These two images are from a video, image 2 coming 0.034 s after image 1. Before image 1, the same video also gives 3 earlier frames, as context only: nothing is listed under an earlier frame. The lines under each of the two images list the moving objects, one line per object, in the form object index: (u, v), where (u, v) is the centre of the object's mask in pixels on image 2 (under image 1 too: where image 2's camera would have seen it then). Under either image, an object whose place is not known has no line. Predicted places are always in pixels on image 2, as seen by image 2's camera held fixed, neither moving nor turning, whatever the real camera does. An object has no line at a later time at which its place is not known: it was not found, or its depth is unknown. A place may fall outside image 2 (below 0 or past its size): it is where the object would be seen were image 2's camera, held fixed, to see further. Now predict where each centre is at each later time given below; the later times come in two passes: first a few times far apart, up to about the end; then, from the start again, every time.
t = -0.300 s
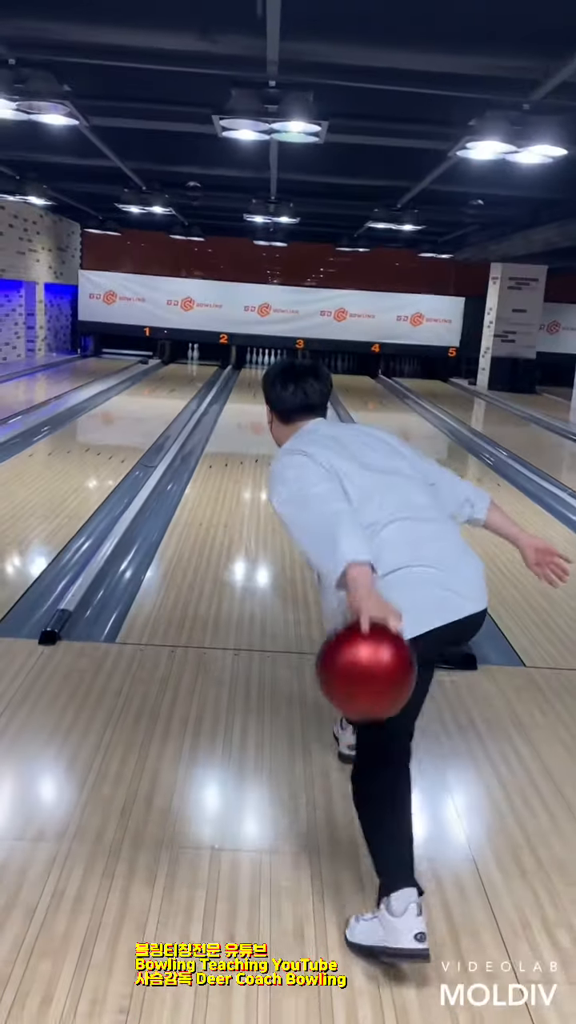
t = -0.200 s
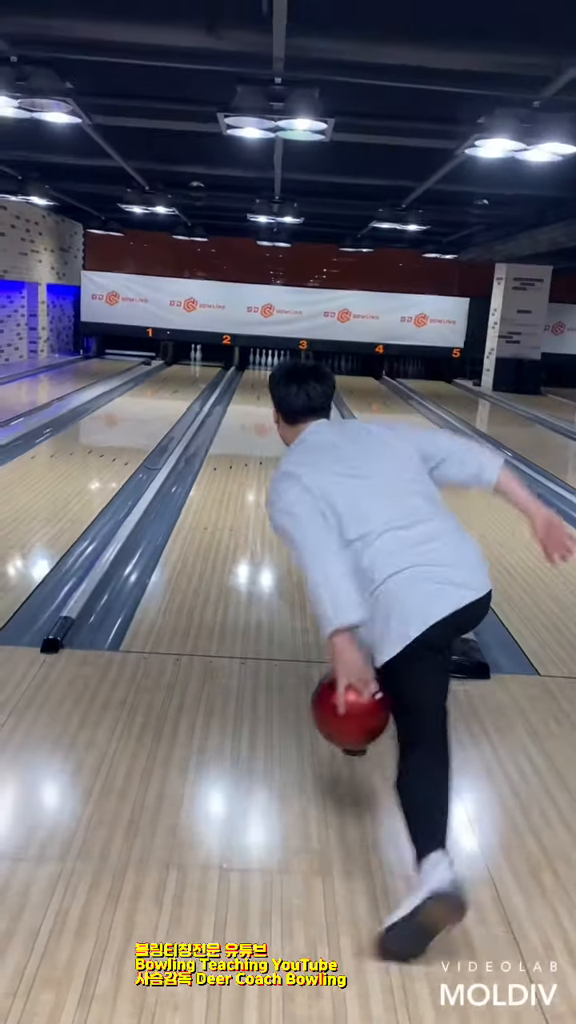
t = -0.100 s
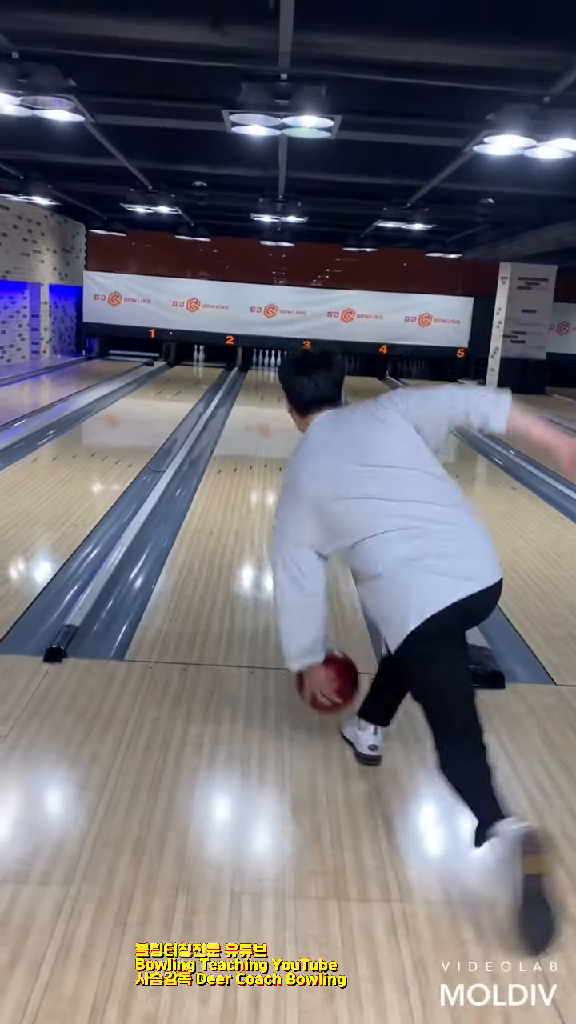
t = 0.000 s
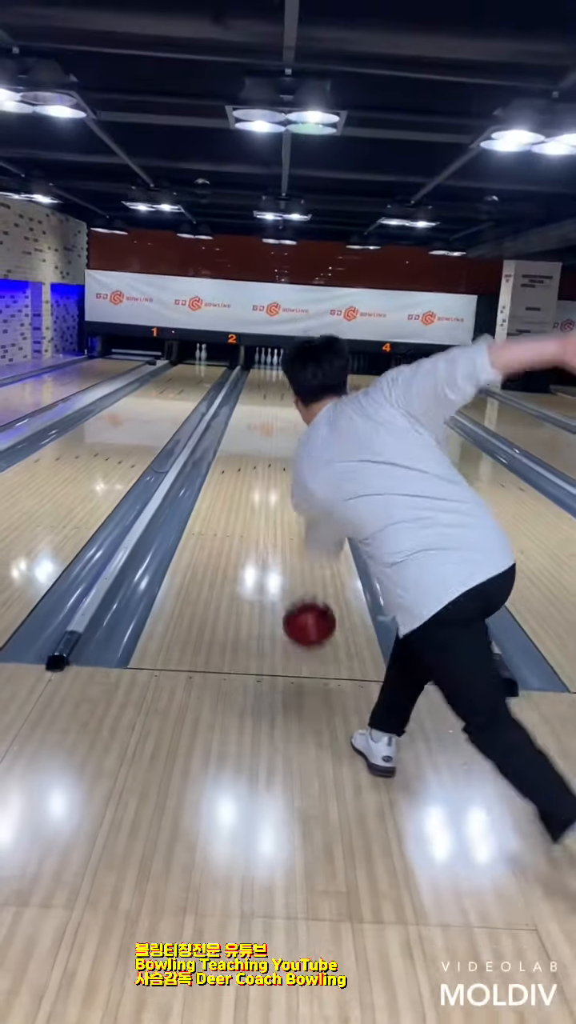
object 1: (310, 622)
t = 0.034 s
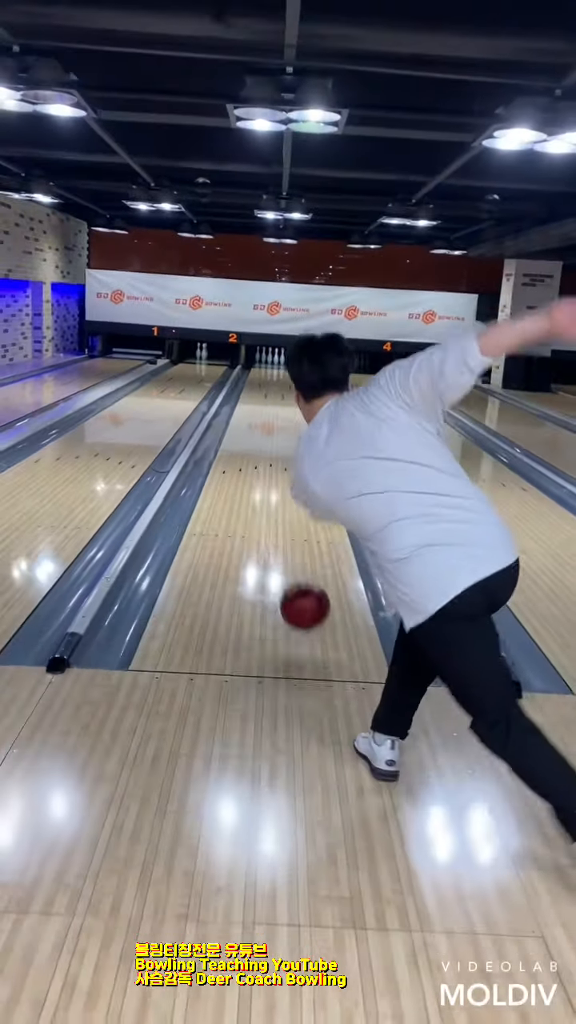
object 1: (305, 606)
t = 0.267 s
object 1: (277, 537)
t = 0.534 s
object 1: (260, 479)
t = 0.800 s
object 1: (252, 443)
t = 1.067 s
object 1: (247, 417)
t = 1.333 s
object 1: (245, 399)
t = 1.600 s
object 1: (245, 387)
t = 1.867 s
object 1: (249, 377)
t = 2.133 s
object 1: (254, 370)
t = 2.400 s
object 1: (261, 364)
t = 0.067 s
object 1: (300, 594)
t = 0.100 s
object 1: (295, 585)
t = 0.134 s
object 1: (290, 580)
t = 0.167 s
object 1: (286, 568)
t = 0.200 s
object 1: (283, 557)
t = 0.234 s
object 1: (280, 547)
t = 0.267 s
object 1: (277, 537)
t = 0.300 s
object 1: (274, 528)
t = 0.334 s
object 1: (272, 519)
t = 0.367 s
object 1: (270, 511)
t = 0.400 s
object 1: (267, 504)
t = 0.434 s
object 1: (266, 497)
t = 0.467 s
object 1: (264, 490)
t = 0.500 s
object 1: (262, 485)
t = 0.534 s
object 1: (260, 479)
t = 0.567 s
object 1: (259, 474)
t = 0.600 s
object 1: (258, 469)
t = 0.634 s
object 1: (256, 464)
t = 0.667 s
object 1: (256, 459)
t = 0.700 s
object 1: (254, 455)
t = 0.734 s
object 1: (254, 451)
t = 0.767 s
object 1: (253, 447)
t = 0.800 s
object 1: (252, 443)
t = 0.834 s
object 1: (251, 440)
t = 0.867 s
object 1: (251, 436)
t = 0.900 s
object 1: (250, 433)
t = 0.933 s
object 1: (249, 429)
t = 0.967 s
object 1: (248, 426)
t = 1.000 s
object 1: (247, 423)
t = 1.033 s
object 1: (247, 420)
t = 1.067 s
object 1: (247, 417)
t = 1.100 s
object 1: (246, 415)
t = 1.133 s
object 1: (246, 412)
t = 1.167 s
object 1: (246, 410)
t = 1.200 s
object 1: (246, 408)
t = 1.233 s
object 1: (245, 406)
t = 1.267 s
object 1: (245, 403)
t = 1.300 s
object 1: (245, 401)
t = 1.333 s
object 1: (245, 399)
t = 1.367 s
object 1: (245, 398)
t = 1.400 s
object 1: (245, 396)
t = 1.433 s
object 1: (245, 394)
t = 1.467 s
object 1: (245, 393)
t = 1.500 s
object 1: (245, 391)
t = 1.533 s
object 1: (245, 389)
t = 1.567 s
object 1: (245, 388)
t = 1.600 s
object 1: (245, 387)
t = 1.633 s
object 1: (246, 385)
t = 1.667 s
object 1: (246, 384)
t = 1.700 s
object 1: (246, 383)
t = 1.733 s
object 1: (247, 382)
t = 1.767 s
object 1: (247, 380)
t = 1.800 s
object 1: (248, 379)
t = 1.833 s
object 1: (248, 378)
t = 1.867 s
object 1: (249, 377)
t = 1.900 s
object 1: (250, 376)
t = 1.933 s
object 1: (250, 375)
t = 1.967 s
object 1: (251, 374)
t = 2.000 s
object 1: (251, 373)
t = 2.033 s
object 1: (252, 372)
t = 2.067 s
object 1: (253, 371)
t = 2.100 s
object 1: (253, 370)
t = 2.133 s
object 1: (254, 370)
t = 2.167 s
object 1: (255, 369)
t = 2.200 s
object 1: (256, 368)
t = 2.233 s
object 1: (257, 367)
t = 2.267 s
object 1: (258, 366)
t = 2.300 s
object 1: (259, 365)
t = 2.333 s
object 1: (260, 365)
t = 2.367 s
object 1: (260, 364)
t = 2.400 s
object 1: (261, 364)
